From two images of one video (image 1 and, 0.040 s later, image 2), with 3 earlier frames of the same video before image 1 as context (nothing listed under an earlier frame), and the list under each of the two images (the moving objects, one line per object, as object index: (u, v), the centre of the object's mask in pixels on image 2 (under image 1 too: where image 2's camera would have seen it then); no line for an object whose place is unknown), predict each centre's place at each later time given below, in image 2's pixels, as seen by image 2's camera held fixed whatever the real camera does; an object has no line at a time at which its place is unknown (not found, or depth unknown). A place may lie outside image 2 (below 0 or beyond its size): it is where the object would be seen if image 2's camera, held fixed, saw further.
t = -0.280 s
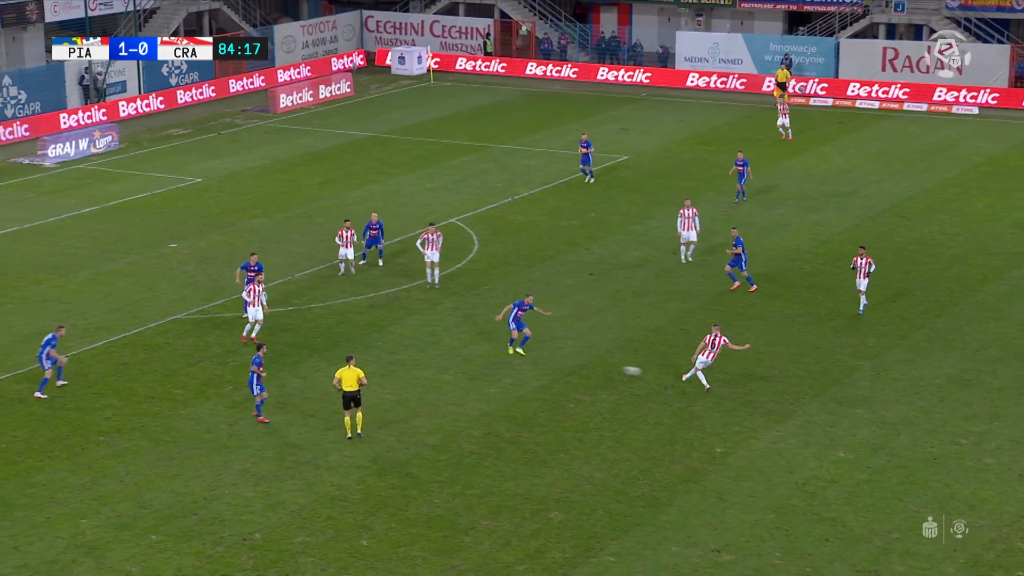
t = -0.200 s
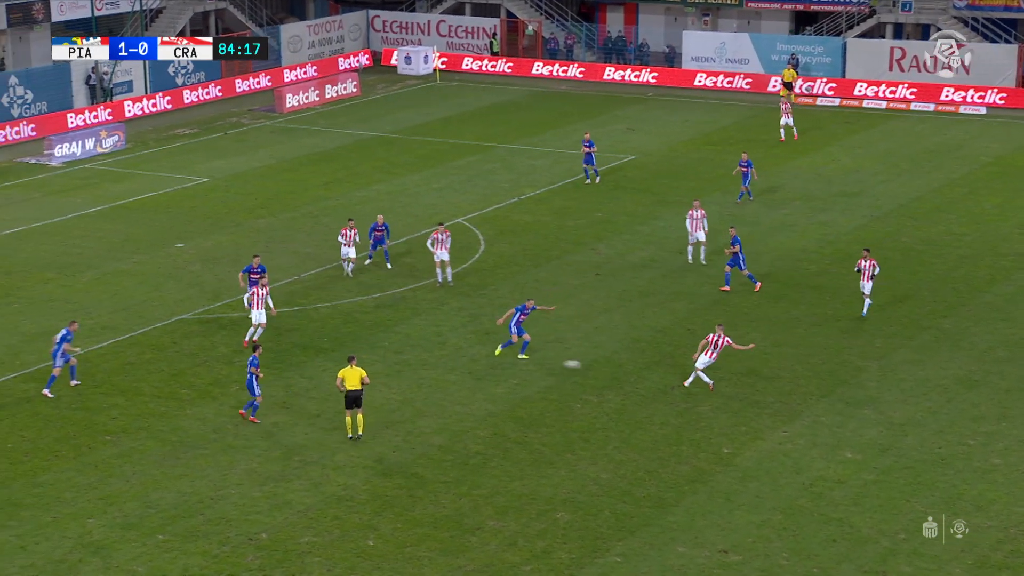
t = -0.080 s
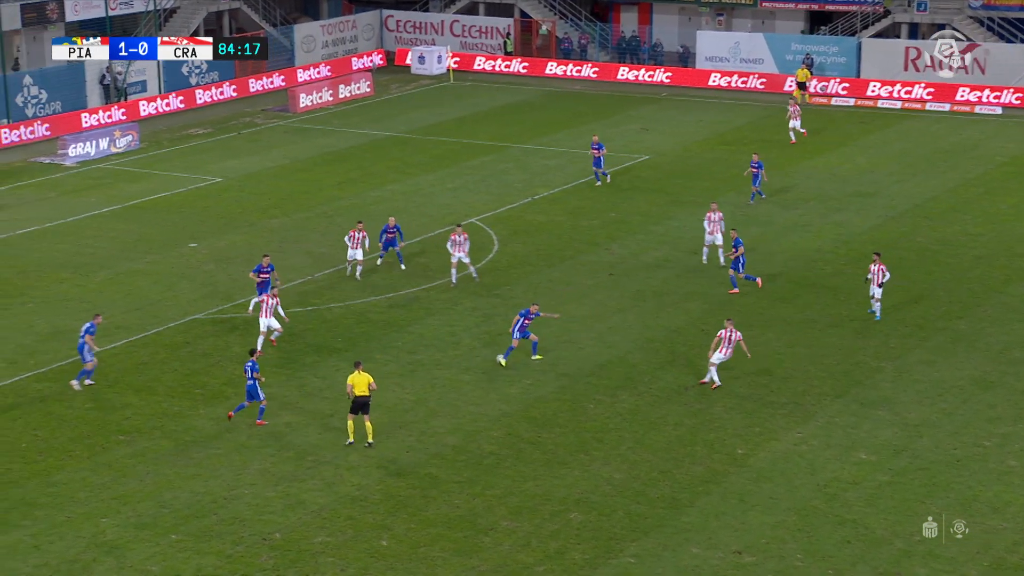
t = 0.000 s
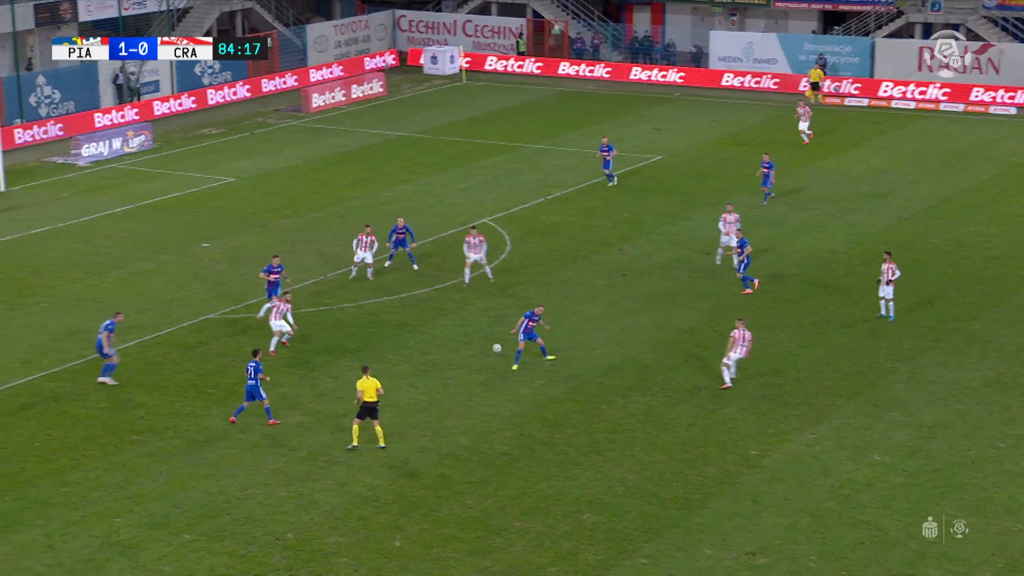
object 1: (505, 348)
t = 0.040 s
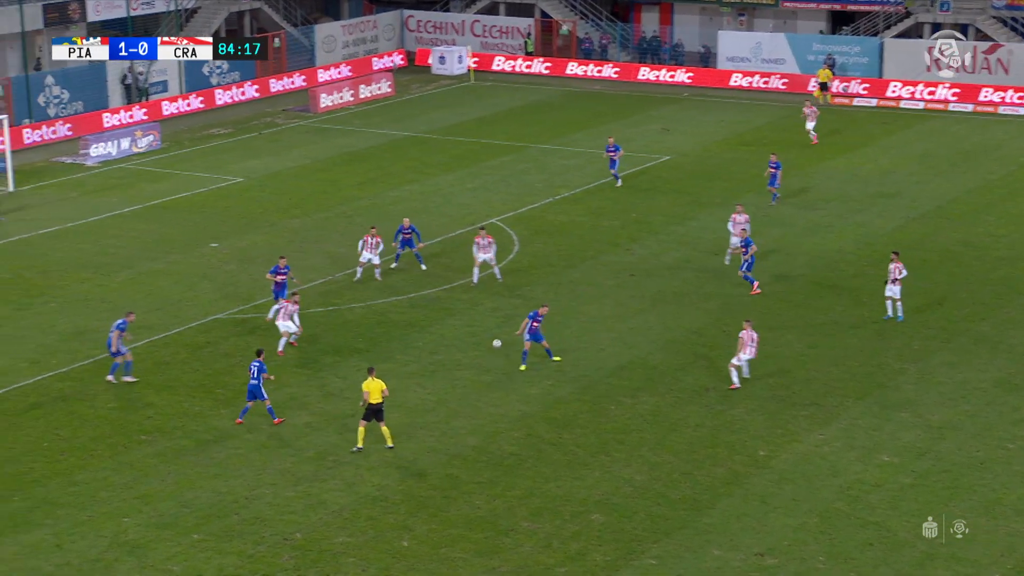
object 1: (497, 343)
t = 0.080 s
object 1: (489, 339)
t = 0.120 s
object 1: (481, 336)
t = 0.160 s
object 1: (473, 333)
